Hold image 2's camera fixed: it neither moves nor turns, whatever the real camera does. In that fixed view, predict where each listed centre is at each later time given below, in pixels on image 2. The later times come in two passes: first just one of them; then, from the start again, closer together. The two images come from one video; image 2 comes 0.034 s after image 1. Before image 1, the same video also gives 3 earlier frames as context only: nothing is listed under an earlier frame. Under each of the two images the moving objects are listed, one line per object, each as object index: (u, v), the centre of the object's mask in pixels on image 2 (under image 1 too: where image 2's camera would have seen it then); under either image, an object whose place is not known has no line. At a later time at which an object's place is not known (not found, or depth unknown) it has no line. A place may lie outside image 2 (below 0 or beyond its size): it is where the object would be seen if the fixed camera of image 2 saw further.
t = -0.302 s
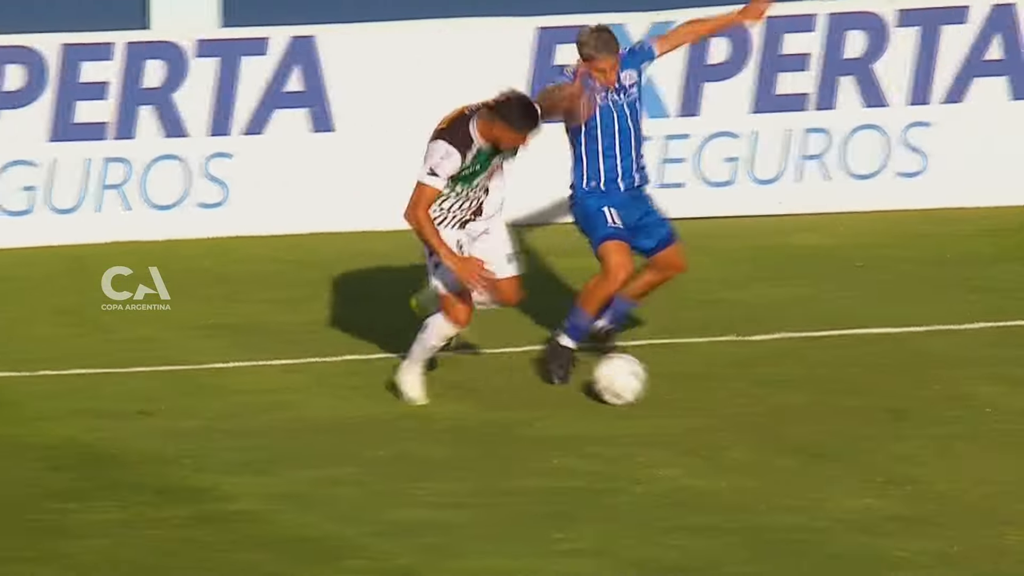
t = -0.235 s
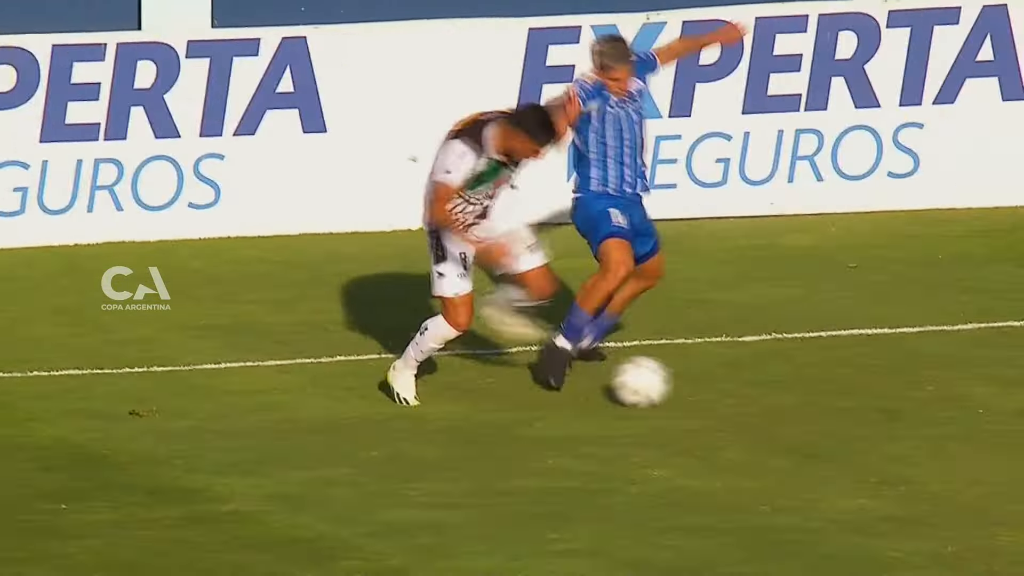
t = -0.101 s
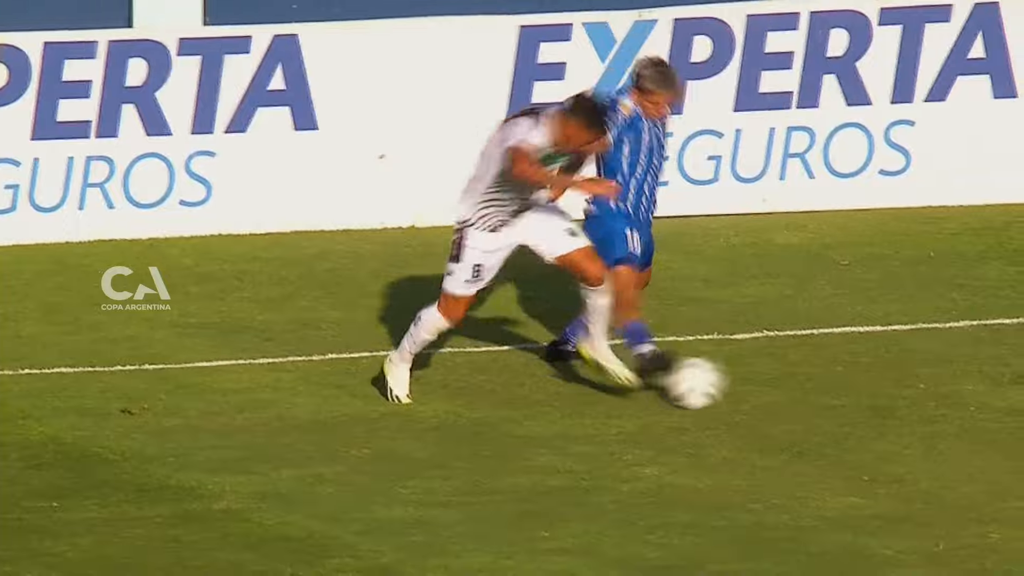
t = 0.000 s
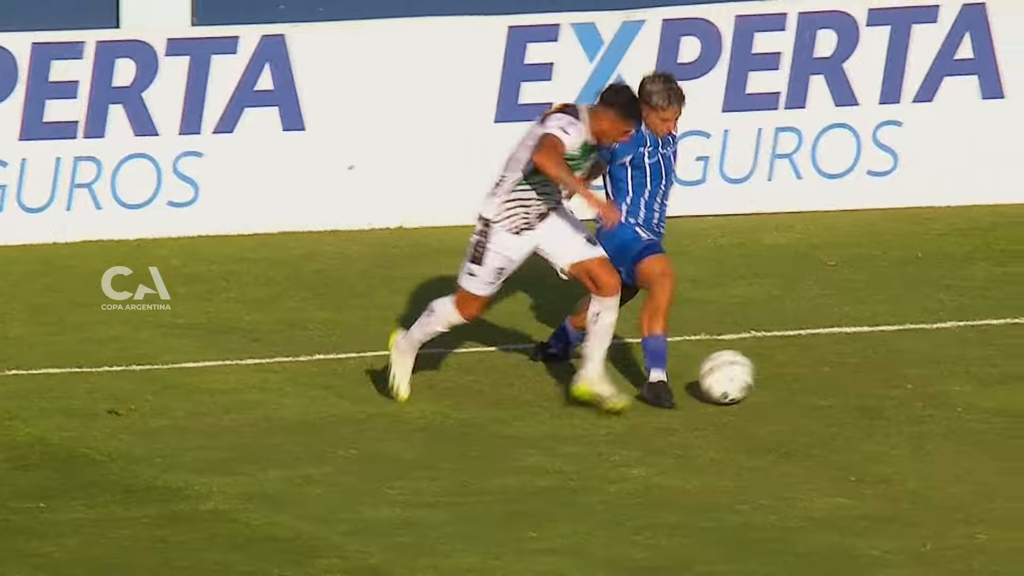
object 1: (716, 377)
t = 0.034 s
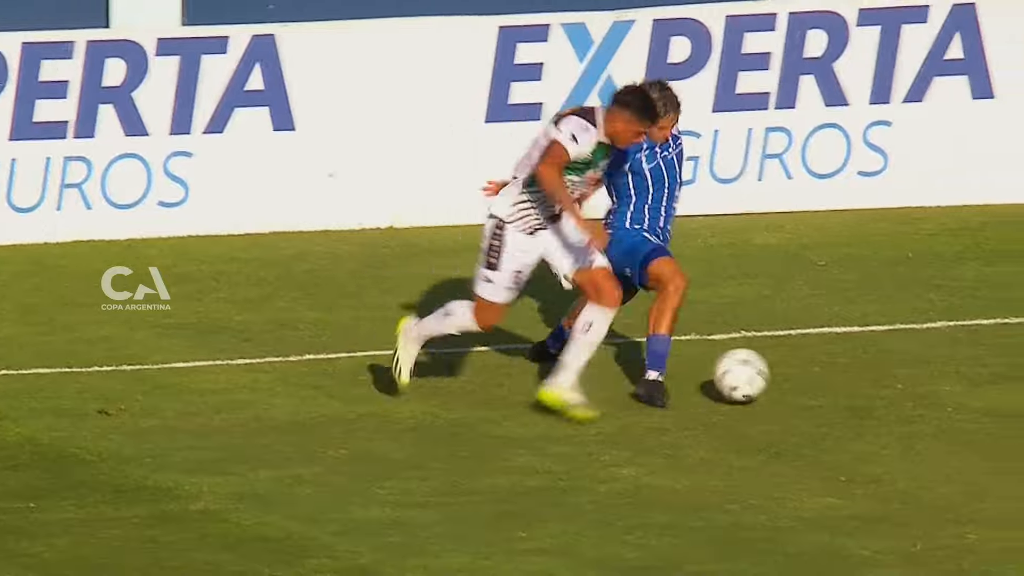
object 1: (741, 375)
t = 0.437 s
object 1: (1011, 391)
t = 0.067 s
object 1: (764, 376)
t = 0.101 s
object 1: (789, 380)
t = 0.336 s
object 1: (945, 386)
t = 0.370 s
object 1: (967, 386)
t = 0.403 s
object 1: (988, 387)
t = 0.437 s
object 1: (1011, 391)
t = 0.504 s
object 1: (1059, 391)
